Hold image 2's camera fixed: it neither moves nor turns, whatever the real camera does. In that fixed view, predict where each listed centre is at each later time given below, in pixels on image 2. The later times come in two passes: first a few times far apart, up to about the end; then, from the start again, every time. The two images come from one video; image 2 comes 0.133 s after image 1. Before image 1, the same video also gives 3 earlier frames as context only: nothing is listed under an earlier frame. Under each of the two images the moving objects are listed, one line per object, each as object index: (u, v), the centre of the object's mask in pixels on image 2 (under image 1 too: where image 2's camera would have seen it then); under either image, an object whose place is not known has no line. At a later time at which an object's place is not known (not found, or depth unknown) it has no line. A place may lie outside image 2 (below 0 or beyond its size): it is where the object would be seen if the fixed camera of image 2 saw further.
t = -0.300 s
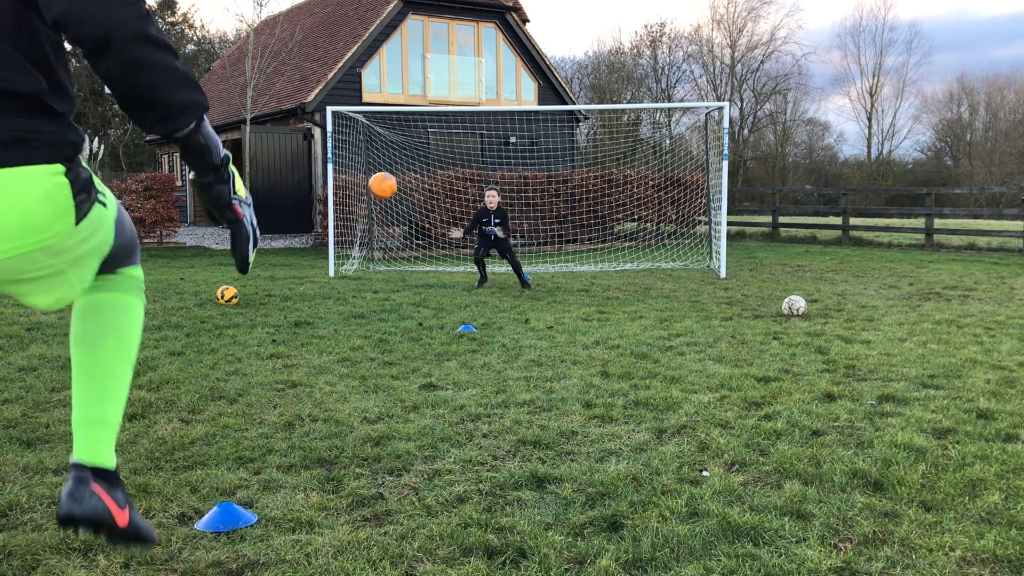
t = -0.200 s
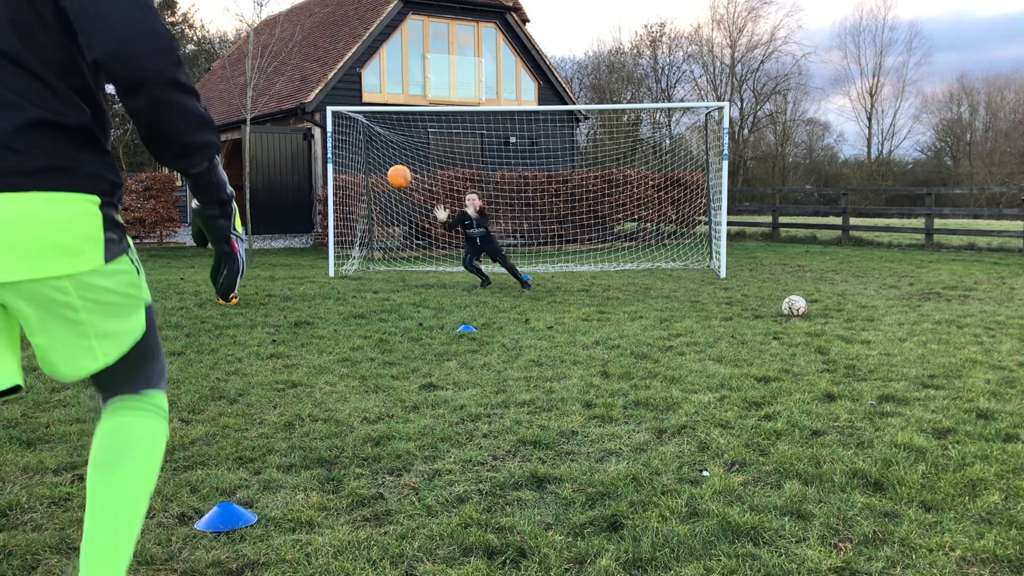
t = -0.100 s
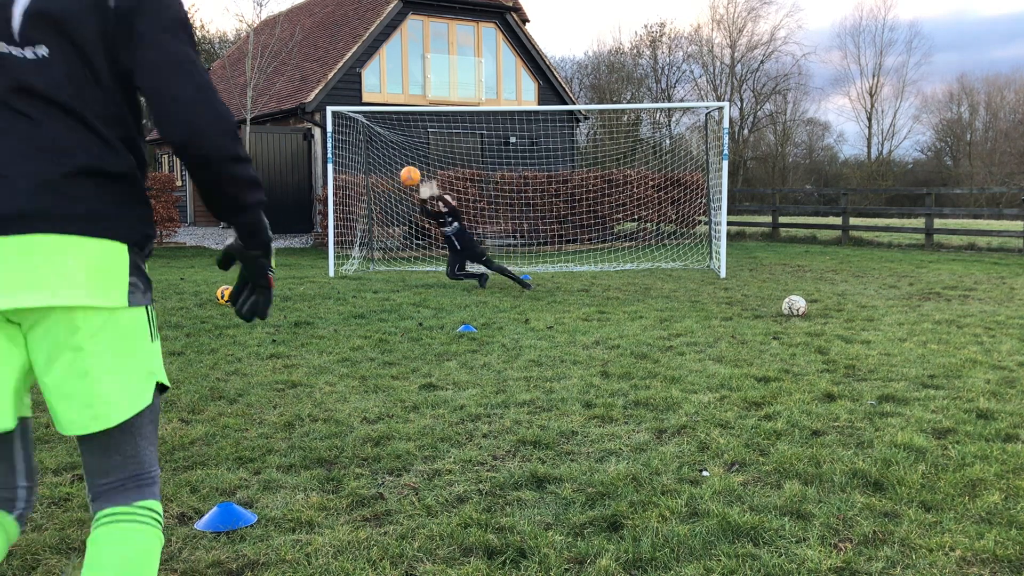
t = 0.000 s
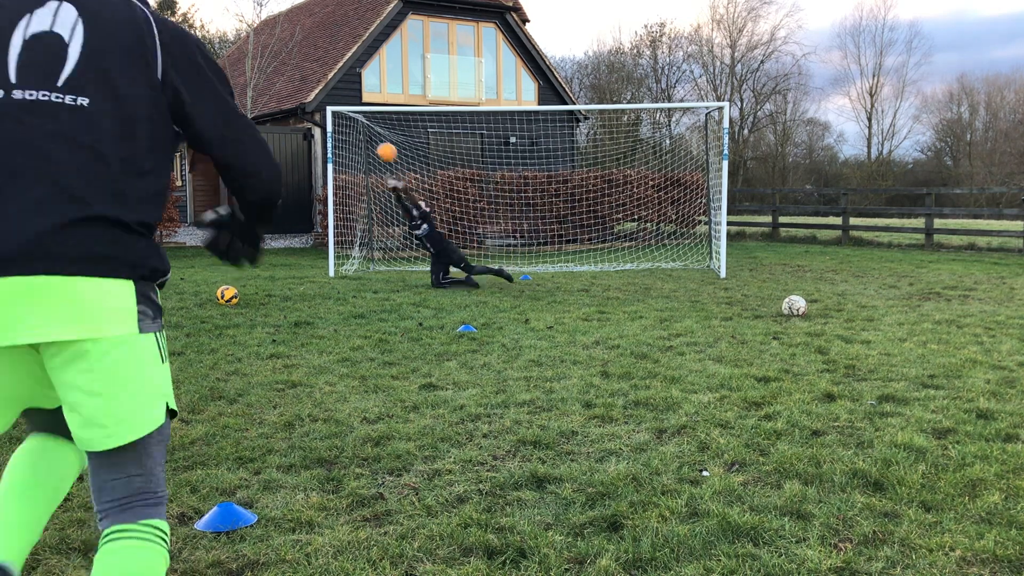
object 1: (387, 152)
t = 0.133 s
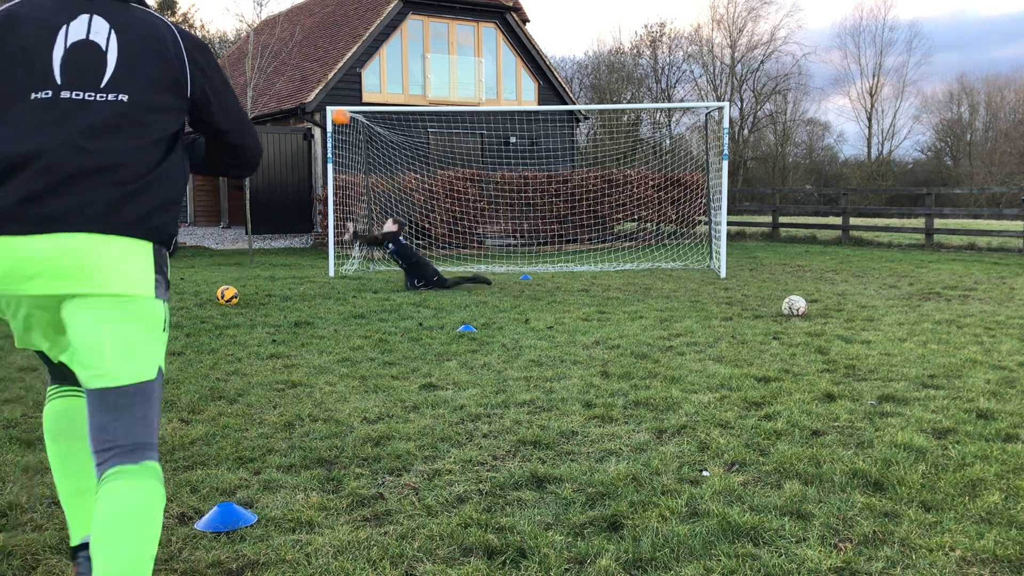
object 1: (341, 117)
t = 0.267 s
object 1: (299, 98)
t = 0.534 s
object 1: (235, 108)
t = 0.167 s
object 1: (330, 110)
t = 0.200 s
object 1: (320, 105)
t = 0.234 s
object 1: (309, 101)
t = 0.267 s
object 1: (299, 98)
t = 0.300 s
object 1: (291, 97)
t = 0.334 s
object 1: (282, 95)
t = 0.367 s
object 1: (273, 96)
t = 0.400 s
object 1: (265, 96)
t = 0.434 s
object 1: (257, 98)
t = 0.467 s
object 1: (249, 100)
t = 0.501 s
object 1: (242, 104)
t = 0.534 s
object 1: (235, 108)
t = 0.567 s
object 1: (228, 112)
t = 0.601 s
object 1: (221, 118)
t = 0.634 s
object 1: (215, 124)
